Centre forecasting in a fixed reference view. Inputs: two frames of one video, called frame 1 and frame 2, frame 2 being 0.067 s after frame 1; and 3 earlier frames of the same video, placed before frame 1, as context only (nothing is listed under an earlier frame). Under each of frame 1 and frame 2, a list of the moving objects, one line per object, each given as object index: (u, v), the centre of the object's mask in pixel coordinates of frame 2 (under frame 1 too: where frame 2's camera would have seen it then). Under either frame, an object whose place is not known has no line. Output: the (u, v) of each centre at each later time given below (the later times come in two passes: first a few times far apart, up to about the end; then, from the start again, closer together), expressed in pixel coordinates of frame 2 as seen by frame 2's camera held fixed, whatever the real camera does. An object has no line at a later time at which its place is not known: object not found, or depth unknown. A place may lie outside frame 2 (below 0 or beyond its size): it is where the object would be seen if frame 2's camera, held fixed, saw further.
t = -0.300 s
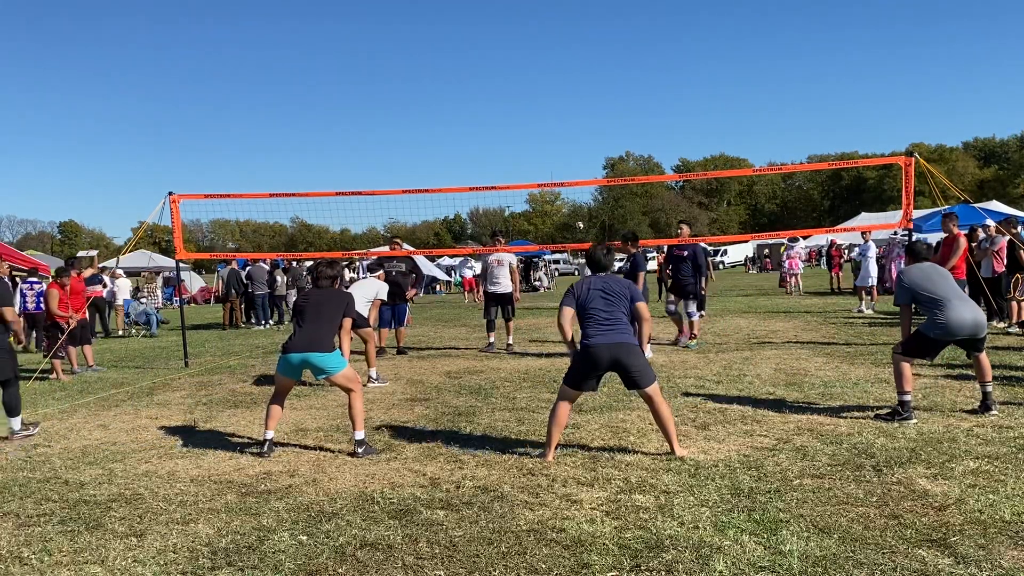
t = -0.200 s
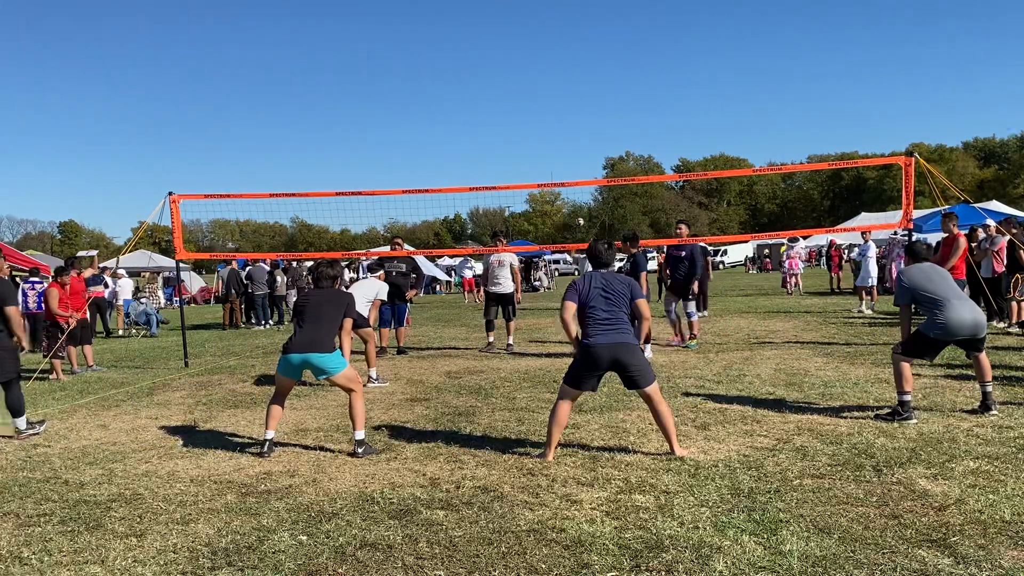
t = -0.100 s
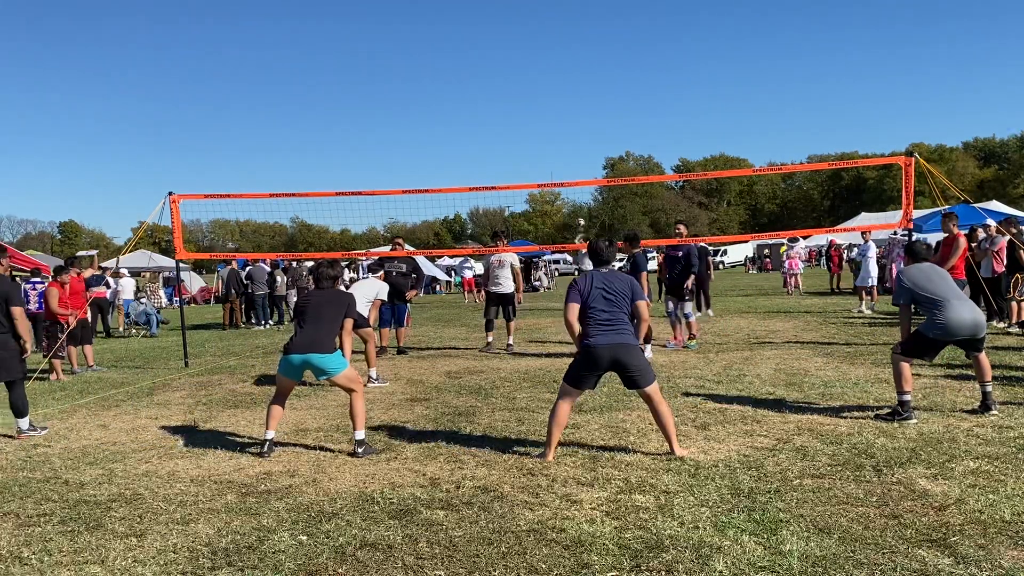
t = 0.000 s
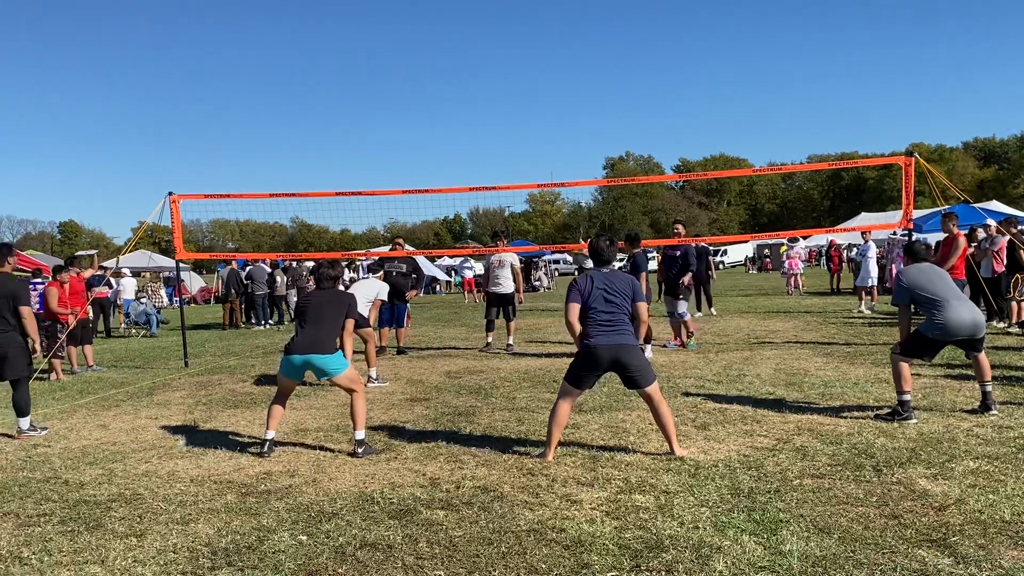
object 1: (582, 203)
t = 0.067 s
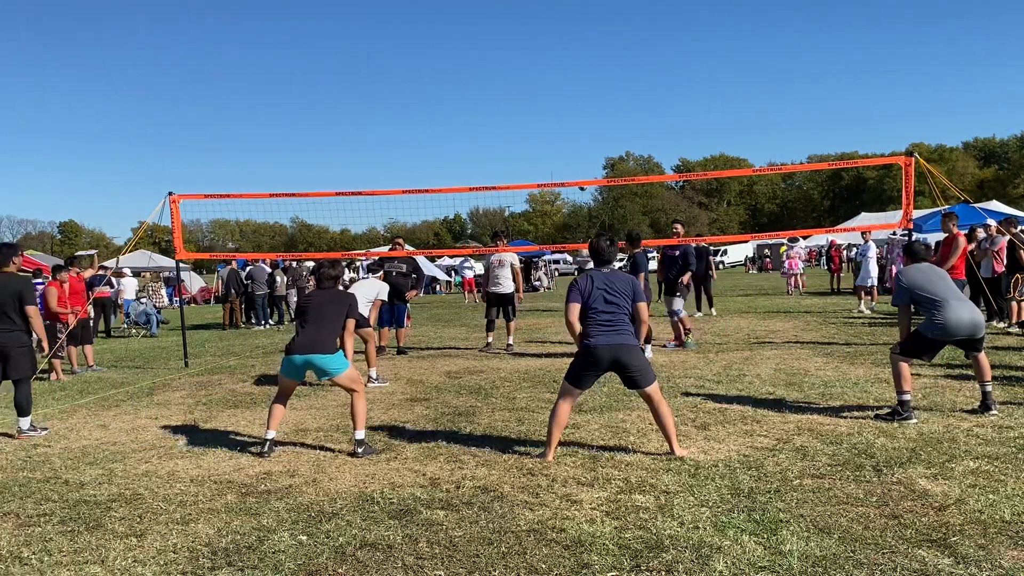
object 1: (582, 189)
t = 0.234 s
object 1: (586, 144)
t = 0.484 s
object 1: (599, 102)
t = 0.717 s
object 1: (624, 96)
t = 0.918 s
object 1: (655, 126)
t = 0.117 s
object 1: (584, 172)
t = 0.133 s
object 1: (584, 168)
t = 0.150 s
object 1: (584, 164)
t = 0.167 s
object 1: (585, 160)
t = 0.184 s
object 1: (585, 155)
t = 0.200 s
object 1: (586, 152)
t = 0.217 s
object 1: (586, 148)
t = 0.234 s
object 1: (586, 144)
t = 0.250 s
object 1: (587, 140)
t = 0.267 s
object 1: (587, 137)
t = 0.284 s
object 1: (588, 133)
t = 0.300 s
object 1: (589, 130)
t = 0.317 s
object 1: (589, 127)
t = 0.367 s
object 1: (591, 118)
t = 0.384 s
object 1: (592, 115)
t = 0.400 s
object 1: (593, 113)
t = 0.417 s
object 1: (594, 110)
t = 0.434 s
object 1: (595, 108)
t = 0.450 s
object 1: (596, 106)
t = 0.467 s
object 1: (597, 104)
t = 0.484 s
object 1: (599, 102)
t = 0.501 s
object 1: (600, 101)
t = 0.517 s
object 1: (601, 99)
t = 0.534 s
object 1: (603, 98)
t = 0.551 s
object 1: (604, 97)
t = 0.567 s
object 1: (606, 96)
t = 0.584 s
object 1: (607, 95)
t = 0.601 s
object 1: (609, 94)
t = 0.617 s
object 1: (611, 94)
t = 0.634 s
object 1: (613, 94)
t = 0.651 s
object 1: (615, 94)
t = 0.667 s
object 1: (617, 94)
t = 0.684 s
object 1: (619, 94)
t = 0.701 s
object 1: (622, 95)
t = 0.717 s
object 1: (624, 96)
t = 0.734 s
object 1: (626, 97)
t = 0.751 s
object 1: (629, 98)
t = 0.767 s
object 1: (631, 100)
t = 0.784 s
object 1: (634, 102)
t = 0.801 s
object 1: (637, 104)
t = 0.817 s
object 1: (639, 107)
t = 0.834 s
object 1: (642, 109)
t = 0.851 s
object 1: (644, 112)
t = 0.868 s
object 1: (647, 115)
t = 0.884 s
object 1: (650, 118)
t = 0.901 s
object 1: (653, 122)
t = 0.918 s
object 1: (655, 126)
